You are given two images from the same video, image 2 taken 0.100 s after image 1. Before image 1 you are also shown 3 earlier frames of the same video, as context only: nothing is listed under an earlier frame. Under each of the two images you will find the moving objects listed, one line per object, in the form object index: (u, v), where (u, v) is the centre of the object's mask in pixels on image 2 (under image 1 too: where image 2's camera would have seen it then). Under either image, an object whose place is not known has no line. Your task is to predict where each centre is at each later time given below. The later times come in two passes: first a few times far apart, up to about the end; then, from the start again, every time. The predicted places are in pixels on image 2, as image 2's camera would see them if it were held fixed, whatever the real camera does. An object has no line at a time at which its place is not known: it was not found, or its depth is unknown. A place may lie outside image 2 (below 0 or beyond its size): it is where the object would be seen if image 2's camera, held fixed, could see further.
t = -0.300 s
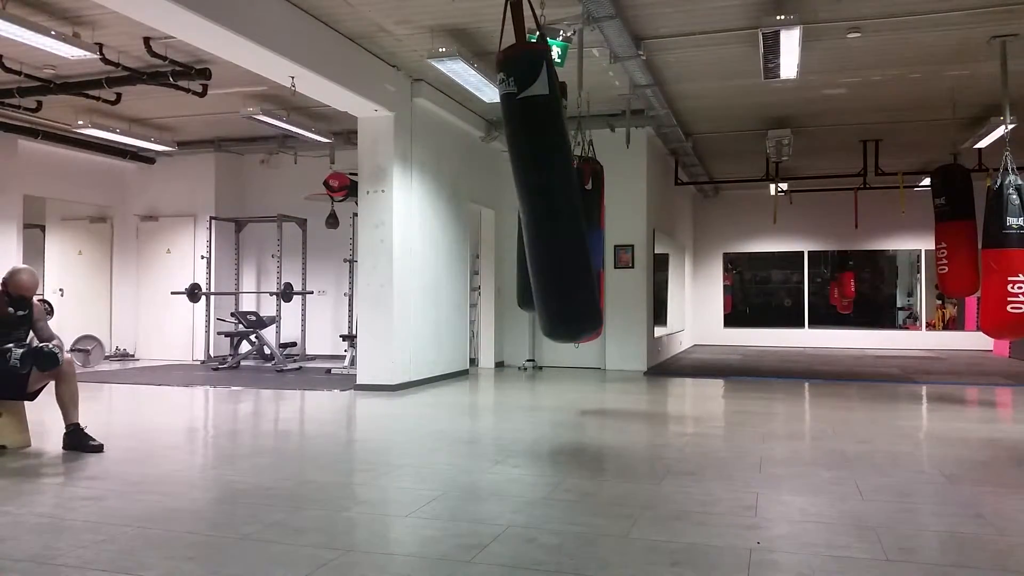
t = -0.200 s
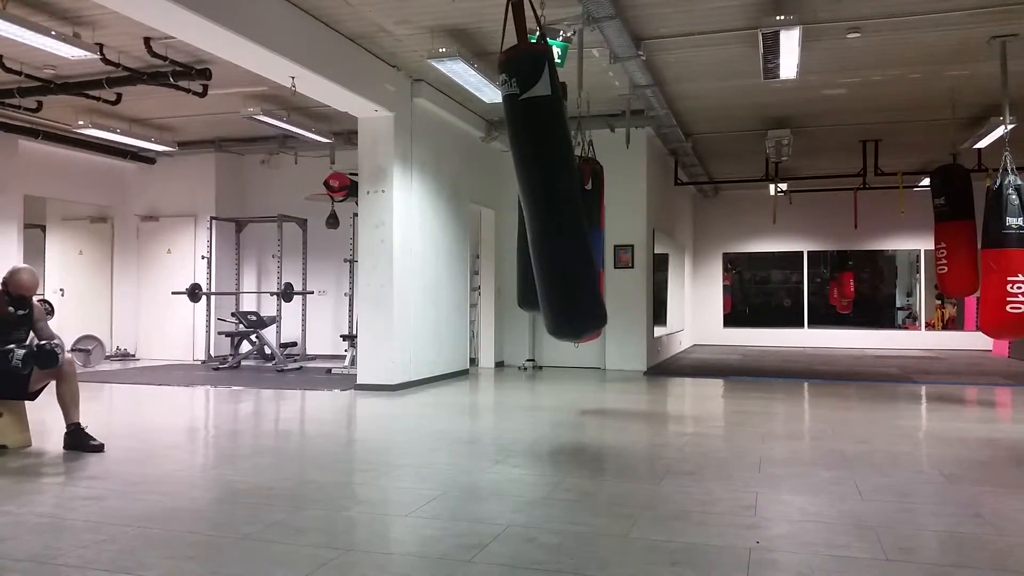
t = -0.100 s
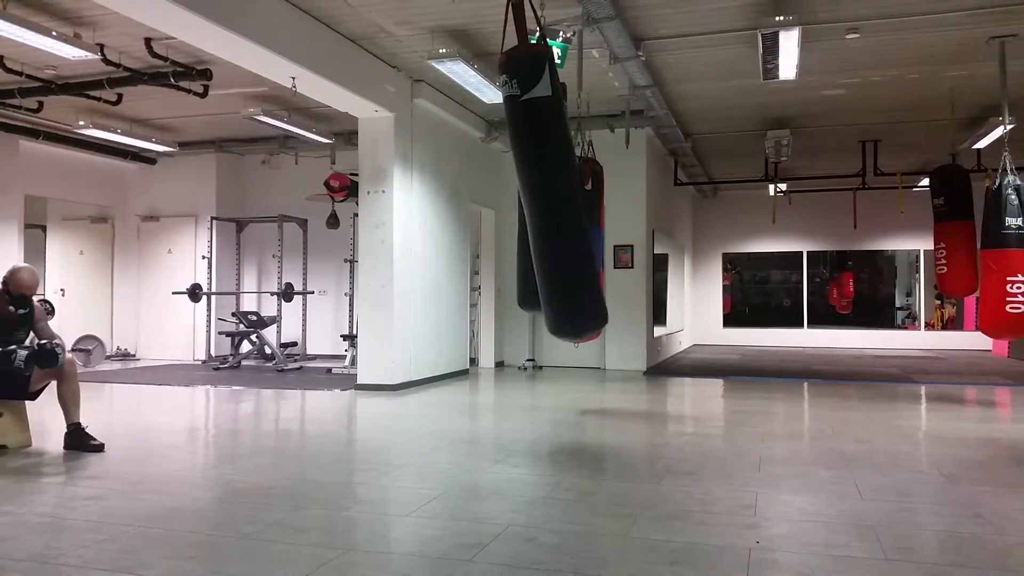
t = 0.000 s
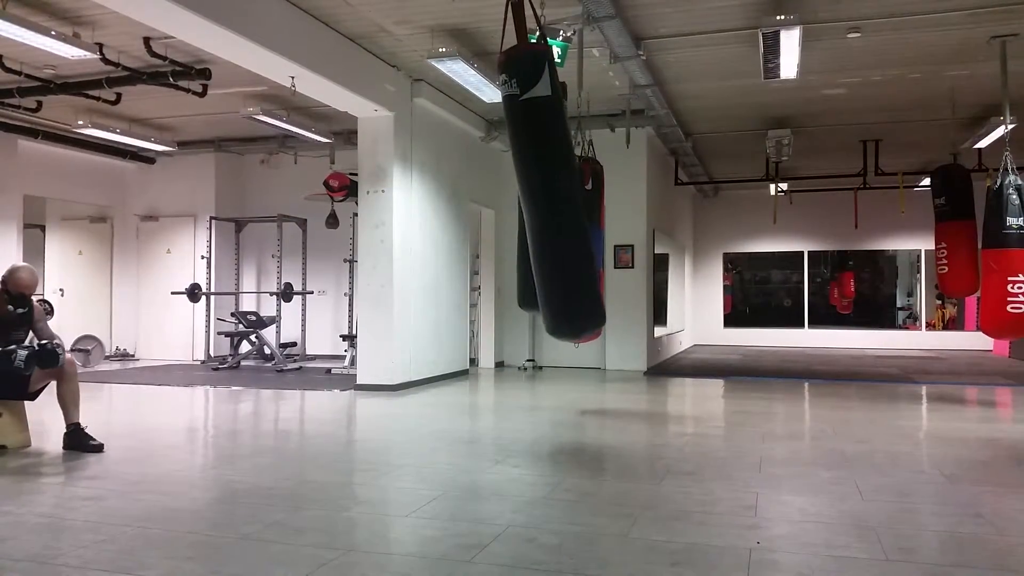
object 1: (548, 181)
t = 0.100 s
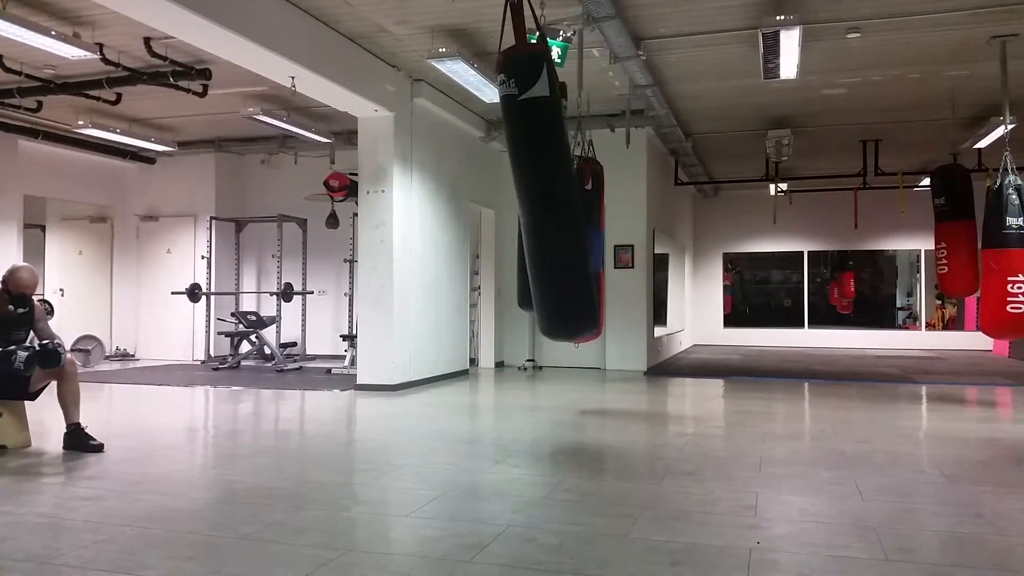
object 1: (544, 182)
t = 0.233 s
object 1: (536, 184)
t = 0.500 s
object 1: (512, 183)
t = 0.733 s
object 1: (486, 183)
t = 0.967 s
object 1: (466, 182)
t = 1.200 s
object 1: (456, 181)
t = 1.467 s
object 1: (464, 182)
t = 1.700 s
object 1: (484, 185)
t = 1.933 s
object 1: (510, 187)
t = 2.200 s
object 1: (535, 186)
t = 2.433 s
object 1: (546, 184)
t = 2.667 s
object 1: (547, 183)
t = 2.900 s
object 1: (536, 184)
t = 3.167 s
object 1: (512, 188)
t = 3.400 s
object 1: (488, 186)
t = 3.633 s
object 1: (468, 184)
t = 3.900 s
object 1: (458, 183)
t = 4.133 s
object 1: (466, 183)
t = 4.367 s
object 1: (485, 185)
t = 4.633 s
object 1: (513, 185)
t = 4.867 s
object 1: (534, 183)
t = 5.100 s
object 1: (546, 185)
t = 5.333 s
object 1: (546, 185)
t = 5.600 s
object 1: (533, 182)
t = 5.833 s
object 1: (512, 185)
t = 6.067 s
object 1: (489, 184)
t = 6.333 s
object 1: (468, 183)
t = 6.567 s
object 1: (461, 182)
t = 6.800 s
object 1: (468, 183)
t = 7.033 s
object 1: (487, 185)
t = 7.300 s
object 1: (513, 185)
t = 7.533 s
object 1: (533, 183)
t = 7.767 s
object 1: (545, 185)
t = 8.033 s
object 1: (544, 184)
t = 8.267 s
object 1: (532, 183)
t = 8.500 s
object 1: (512, 185)
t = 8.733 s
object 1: (489, 185)
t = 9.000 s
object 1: (469, 183)
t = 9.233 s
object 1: (462, 183)
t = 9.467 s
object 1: (470, 182)
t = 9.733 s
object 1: (491, 186)
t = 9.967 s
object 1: (514, 185)
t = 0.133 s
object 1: (543, 182)
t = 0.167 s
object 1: (541, 182)
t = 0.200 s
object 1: (539, 183)
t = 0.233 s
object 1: (536, 184)
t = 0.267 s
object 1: (534, 184)
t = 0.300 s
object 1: (531, 185)
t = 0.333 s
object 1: (528, 185)
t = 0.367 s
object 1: (525, 181)
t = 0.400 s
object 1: (521, 182)
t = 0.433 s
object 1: (518, 185)
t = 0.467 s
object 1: (515, 184)
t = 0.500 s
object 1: (512, 183)
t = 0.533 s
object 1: (508, 184)
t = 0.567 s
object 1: (505, 182)
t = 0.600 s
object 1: (501, 183)
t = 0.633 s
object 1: (497, 182)
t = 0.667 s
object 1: (494, 182)
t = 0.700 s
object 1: (490, 184)
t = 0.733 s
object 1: (486, 183)
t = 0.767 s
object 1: (484, 182)
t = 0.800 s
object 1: (480, 184)
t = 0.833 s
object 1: (477, 182)
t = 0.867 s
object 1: (474, 184)
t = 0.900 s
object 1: (471, 183)
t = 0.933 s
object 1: (469, 182)
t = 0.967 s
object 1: (466, 182)
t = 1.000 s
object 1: (464, 183)
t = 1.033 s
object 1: (462, 182)
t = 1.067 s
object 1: (460, 181)
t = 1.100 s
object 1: (459, 181)
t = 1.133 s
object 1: (458, 181)
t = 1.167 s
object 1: (457, 181)
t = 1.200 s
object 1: (456, 181)
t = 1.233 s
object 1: (456, 181)
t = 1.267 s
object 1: (456, 181)
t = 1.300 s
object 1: (457, 181)
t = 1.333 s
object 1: (457, 181)
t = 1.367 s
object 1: (459, 181)
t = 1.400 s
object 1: (460, 182)
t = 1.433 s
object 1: (462, 184)
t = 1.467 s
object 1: (464, 182)
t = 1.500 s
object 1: (466, 182)
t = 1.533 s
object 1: (468, 182)
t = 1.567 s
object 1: (471, 182)
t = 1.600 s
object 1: (474, 183)
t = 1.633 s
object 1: (477, 185)
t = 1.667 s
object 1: (481, 185)
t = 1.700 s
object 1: (484, 185)
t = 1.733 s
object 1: (487, 185)
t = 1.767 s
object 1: (491, 183)
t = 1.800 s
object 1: (495, 186)
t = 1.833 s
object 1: (499, 186)
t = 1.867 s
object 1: (502, 187)
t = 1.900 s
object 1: (506, 187)
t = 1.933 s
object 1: (510, 187)
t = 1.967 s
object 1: (513, 187)
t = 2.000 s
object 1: (517, 187)
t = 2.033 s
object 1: (520, 186)
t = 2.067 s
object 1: (525, 190)
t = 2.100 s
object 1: (527, 186)
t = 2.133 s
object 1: (530, 187)
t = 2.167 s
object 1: (533, 187)
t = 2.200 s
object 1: (535, 186)
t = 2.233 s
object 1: (538, 188)
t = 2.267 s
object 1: (539, 185)
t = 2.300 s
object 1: (542, 187)
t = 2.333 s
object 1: (543, 185)
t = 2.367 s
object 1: (545, 185)
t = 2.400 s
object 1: (545, 184)
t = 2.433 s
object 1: (546, 184)
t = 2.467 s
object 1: (547, 183)
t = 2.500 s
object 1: (548, 183)
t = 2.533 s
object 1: (548, 183)
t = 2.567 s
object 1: (548, 183)
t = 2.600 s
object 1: (548, 183)
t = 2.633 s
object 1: (548, 183)
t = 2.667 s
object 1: (547, 183)
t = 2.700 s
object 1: (546, 182)
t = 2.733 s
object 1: (545, 183)
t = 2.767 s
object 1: (544, 185)
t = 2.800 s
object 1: (543, 185)
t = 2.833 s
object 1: (540, 184)
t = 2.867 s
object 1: (539, 184)
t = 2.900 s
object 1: (536, 184)
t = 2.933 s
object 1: (534, 184)
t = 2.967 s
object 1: (531, 185)
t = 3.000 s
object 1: (529, 185)
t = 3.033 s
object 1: (526, 187)
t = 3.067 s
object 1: (523, 188)
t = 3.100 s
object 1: (518, 186)
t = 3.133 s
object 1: (516, 186)
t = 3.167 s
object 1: (512, 188)
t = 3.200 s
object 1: (509, 186)
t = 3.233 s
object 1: (505, 186)
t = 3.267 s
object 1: (502, 186)
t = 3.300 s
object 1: (499, 187)
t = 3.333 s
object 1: (495, 187)
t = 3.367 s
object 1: (491, 186)
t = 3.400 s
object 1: (488, 186)
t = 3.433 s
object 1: (485, 186)
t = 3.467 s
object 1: (481, 186)
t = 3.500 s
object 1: (479, 186)
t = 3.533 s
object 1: (476, 185)
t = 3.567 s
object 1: (473, 185)
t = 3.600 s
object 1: (470, 185)
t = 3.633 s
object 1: (468, 184)
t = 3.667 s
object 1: (466, 184)
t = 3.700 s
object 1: (464, 183)
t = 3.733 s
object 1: (463, 183)
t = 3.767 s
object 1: (461, 183)
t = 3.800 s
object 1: (460, 183)
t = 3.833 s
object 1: (459, 183)
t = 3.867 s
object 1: (459, 183)
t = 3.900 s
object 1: (458, 183)
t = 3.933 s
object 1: (459, 183)
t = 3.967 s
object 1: (459, 182)
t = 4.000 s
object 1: (460, 182)
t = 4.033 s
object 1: (461, 182)
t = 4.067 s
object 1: (462, 182)
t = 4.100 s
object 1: (464, 183)
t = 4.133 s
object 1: (466, 183)
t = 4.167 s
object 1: (468, 182)
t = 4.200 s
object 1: (471, 182)
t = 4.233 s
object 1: (473, 184)
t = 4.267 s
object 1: (476, 184)
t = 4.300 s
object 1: (479, 185)
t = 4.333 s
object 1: (482, 185)
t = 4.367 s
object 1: (485, 185)
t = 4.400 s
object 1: (489, 185)
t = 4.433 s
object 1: (492, 185)
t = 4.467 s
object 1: (496, 186)
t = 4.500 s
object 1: (500, 185)
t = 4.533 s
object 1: (503, 185)
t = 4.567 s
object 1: (507, 185)
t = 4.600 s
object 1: (510, 185)
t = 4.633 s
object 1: (513, 185)
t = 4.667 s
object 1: (517, 184)
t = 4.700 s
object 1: (520, 185)
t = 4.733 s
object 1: (524, 185)
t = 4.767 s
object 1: (527, 184)
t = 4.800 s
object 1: (529, 184)
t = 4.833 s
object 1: (532, 186)
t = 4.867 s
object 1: (534, 183)
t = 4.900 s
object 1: (536, 183)
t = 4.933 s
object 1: (538, 183)
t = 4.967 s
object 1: (541, 185)
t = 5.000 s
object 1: (542, 183)
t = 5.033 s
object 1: (544, 186)
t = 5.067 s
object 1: (544, 182)
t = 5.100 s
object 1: (546, 185)
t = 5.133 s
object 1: (546, 184)
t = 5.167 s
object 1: (547, 184)
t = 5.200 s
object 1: (547, 184)
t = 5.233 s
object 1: (547, 184)
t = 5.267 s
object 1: (547, 184)
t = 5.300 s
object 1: (547, 184)
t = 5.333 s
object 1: (546, 185)
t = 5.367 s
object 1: (545, 185)
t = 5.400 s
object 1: (544, 185)
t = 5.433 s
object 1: (543, 182)
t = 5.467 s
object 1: (542, 185)
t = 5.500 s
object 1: (540, 182)
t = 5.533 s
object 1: (537, 181)
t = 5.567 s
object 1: (535, 182)
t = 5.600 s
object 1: (533, 182)
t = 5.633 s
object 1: (530, 182)
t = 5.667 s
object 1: (528, 183)
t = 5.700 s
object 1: (526, 184)
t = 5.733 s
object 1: (523, 186)
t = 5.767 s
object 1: (519, 184)
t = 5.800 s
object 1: (515, 184)
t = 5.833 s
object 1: (512, 185)
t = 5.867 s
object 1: (509, 185)
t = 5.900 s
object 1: (505, 186)
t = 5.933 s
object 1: (503, 185)
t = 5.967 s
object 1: (499, 185)
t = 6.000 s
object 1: (495, 184)
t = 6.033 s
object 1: (492, 185)
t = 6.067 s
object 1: (489, 184)
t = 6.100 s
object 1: (486, 185)
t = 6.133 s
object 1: (483, 186)
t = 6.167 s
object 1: (480, 185)
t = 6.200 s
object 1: (477, 185)
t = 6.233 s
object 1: (474, 184)
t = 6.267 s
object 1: (472, 184)
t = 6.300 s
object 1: (470, 184)
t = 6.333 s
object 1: (468, 183)
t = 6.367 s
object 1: (466, 183)
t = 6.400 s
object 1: (464, 183)
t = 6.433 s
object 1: (463, 182)
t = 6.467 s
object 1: (462, 183)
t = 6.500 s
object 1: (461, 182)
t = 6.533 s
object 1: (461, 182)
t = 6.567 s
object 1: (461, 182)
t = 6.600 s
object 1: (461, 182)
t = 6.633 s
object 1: (461, 183)
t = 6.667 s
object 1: (462, 183)
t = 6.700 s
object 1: (463, 183)
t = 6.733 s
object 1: (464, 183)
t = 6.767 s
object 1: (466, 182)
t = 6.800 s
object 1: (468, 183)
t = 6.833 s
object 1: (470, 183)
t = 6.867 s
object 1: (472, 183)
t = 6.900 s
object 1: (475, 184)
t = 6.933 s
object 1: (478, 185)
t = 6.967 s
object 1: (480, 184)
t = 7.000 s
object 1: (483, 185)
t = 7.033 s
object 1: (487, 185)
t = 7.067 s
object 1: (490, 185)
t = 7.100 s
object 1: (493, 186)
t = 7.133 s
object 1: (497, 185)
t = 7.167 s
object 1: (500, 187)
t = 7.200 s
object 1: (503, 187)
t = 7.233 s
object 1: (507, 187)
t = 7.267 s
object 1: (510, 185)
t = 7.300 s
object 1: (513, 185)
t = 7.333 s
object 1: (516, 185)
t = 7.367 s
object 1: (520, 187)
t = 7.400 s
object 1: (523, 187)
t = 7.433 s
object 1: (526, 187)
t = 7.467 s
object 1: (529, 187)
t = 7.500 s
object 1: (531, 186)
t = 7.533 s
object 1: (533, 183)
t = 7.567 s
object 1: (536, 186)
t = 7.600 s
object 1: (537, 183)
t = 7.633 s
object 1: (540, 186)
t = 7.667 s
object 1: (541, 186)
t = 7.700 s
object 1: (543, 186)
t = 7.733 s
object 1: (544, 186)
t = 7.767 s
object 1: (545, 185)
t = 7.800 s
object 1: (545, 185)
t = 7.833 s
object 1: (546, 185)
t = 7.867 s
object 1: (546, 185)
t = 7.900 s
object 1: (546, 185)
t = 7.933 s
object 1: (546, 185)
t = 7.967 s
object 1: (546, 185)
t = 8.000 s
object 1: (545, 185)
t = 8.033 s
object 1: (544, 184)
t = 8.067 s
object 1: (543, 185)
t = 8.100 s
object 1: (542, 185)
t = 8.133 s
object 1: (540, 182)
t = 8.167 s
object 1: (538, 181)
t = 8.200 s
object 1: (536, 181)
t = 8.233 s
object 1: (534, 182)
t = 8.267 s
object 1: (532, 183)
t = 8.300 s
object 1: (530, 186)
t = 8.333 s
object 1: (528, 184)
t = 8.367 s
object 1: (525, 186)
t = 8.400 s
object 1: (521, 185)
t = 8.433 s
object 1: (518, 185)
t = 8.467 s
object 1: (515, 184)
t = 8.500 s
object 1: (512, 185)
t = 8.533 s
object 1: (509, 185)
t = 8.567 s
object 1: (505, 187)
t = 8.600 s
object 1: (503, 185)
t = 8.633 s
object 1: (499, 185)
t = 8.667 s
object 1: (496, 185)
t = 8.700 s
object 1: (492, 186)
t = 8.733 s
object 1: (489, 185)
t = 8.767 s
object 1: (486, 186)
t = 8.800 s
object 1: (483, 186)
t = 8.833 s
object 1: (481, 186)
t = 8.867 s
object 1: (478, 185)
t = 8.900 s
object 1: (475, 185)
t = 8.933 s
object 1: (473, 184)
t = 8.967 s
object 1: (471, 184)
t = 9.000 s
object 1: (469, 183)
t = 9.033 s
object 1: (467, 183)
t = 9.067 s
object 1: (466, 183)
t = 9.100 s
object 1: (465, 183)
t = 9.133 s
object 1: (464, 183)
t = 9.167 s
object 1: (463, 183)
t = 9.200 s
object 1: (462, 183)
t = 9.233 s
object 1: (462, 183)
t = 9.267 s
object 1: (462, 183)
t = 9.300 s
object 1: (463, 182)
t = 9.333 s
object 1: (464, 182)
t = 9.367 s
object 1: (465, 183)
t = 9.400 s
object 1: (466, 184)
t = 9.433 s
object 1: (468, 184)
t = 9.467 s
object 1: (470, 182)
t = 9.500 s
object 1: (472, 183)
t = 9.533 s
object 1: (474, 184)
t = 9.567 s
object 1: (476, 186)
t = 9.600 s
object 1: (479, 184)
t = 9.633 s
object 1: (482, 185)
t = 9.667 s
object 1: (485, 185)
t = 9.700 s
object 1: (488, 185)
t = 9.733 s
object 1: (491, 186)
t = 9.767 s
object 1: (494, 186)
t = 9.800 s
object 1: (498, 187)
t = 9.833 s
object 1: (501, 187)
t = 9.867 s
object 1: (504, 188)
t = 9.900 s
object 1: (508, 187)
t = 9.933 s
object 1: (511, 185)
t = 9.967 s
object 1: (514, 185)
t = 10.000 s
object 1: (517, 188)
